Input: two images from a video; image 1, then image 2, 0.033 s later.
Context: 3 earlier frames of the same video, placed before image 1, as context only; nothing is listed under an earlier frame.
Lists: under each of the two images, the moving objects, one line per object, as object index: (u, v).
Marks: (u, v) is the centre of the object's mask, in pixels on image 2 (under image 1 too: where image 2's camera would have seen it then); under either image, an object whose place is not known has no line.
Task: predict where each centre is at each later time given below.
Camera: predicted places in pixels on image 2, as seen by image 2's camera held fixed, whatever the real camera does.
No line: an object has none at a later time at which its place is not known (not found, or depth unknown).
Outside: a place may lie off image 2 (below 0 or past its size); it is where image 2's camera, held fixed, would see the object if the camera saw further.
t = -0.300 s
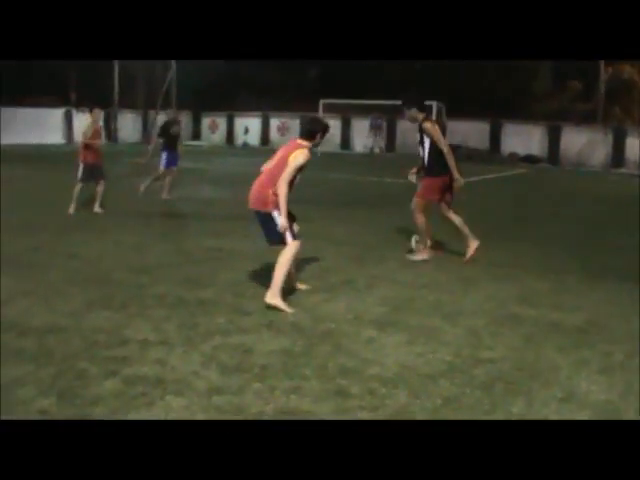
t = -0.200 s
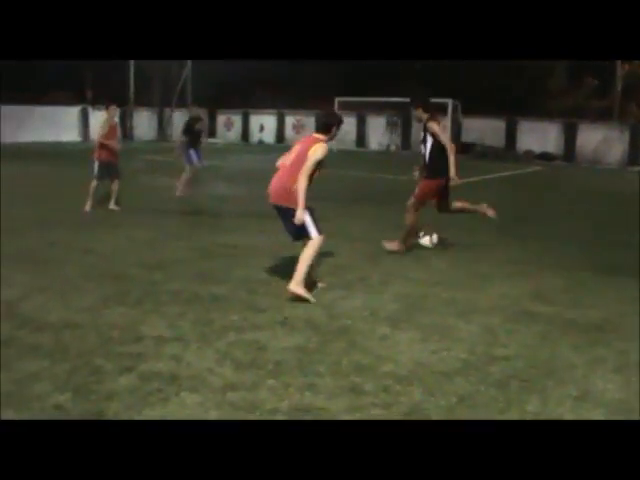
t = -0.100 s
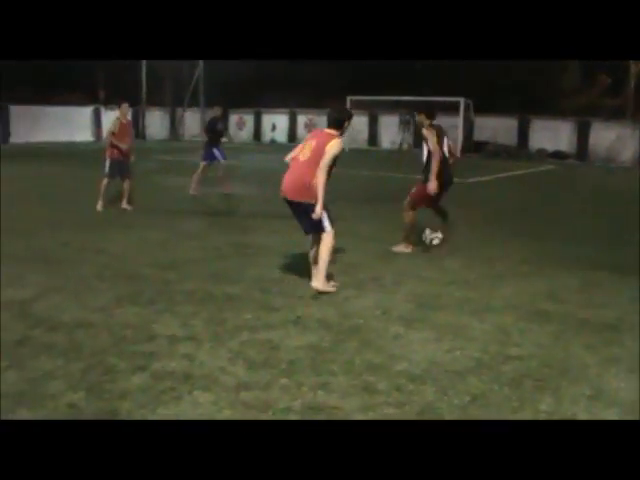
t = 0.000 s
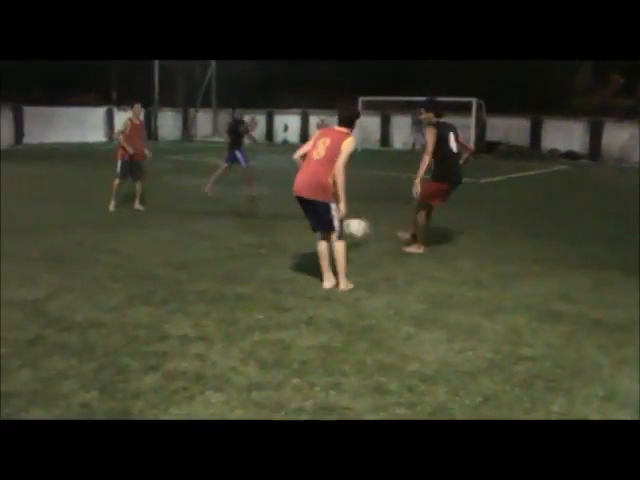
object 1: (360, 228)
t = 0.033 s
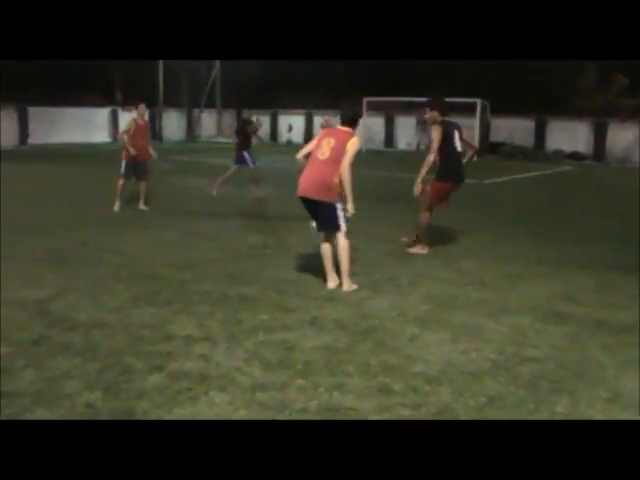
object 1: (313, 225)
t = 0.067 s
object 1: (288, 224)
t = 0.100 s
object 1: (253, 224)
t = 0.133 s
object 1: (217, 225)
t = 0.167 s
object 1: (181, 226)
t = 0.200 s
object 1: (144, 230)
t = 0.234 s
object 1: (108, 235)
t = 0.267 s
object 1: (72, 242)
